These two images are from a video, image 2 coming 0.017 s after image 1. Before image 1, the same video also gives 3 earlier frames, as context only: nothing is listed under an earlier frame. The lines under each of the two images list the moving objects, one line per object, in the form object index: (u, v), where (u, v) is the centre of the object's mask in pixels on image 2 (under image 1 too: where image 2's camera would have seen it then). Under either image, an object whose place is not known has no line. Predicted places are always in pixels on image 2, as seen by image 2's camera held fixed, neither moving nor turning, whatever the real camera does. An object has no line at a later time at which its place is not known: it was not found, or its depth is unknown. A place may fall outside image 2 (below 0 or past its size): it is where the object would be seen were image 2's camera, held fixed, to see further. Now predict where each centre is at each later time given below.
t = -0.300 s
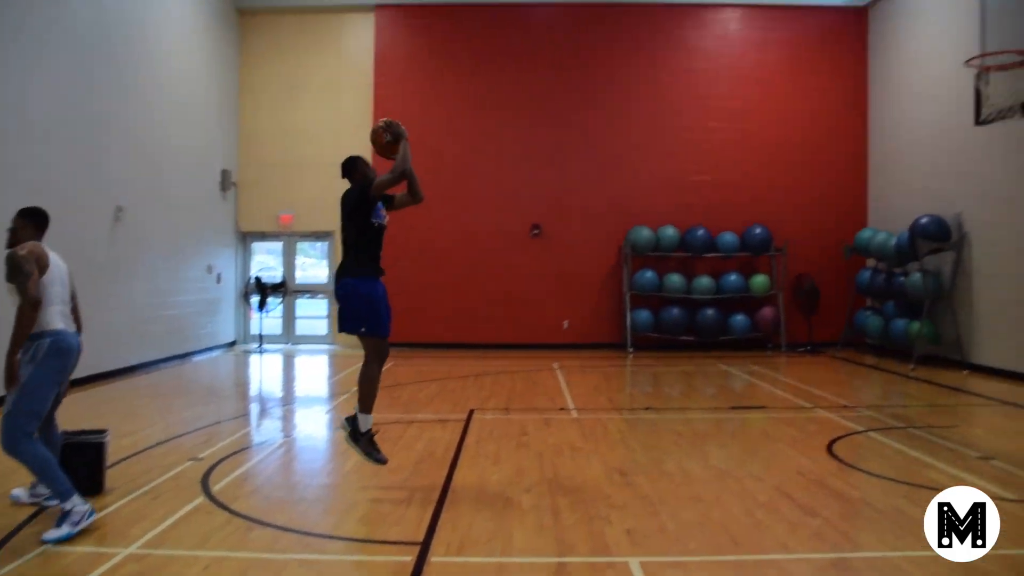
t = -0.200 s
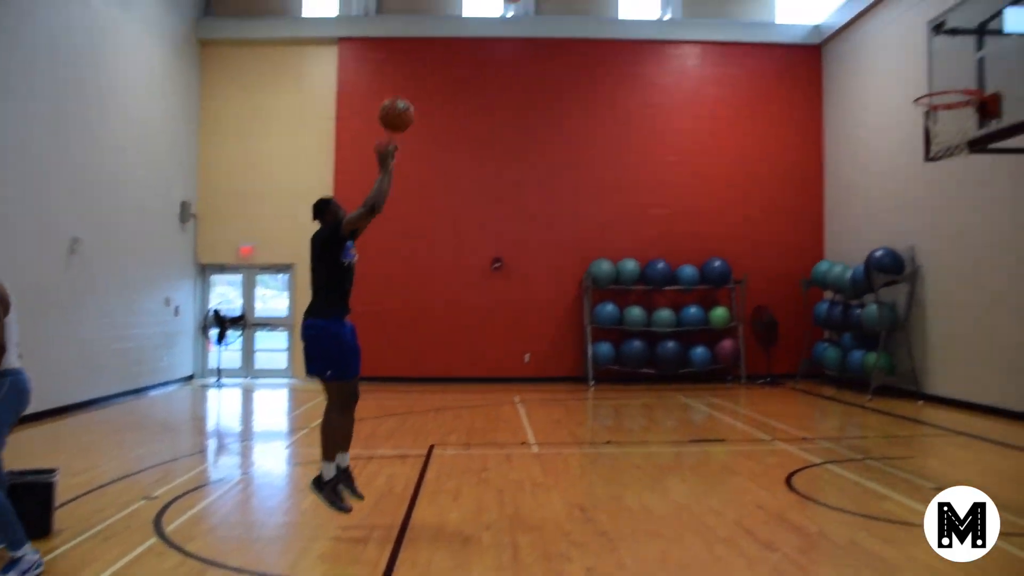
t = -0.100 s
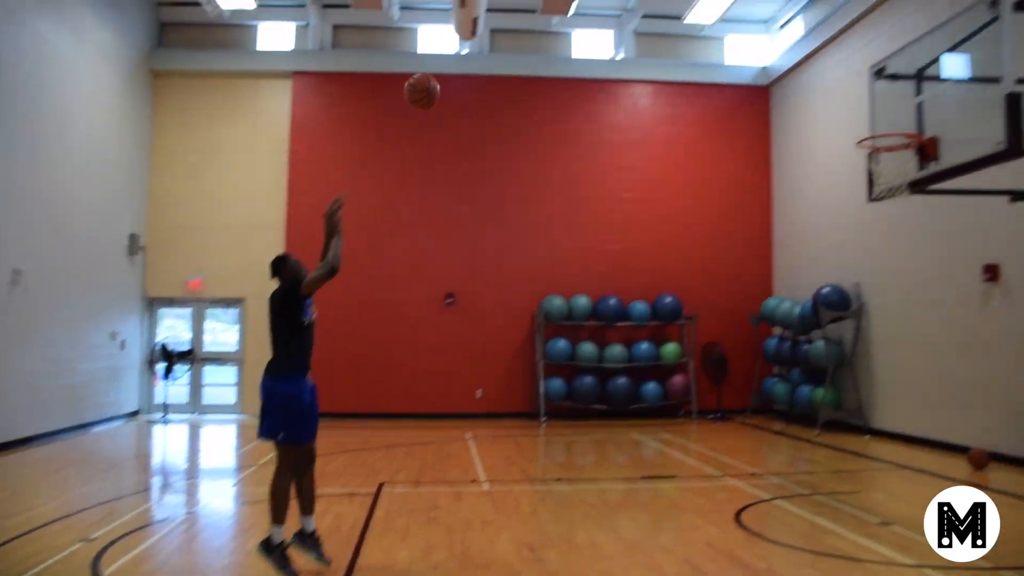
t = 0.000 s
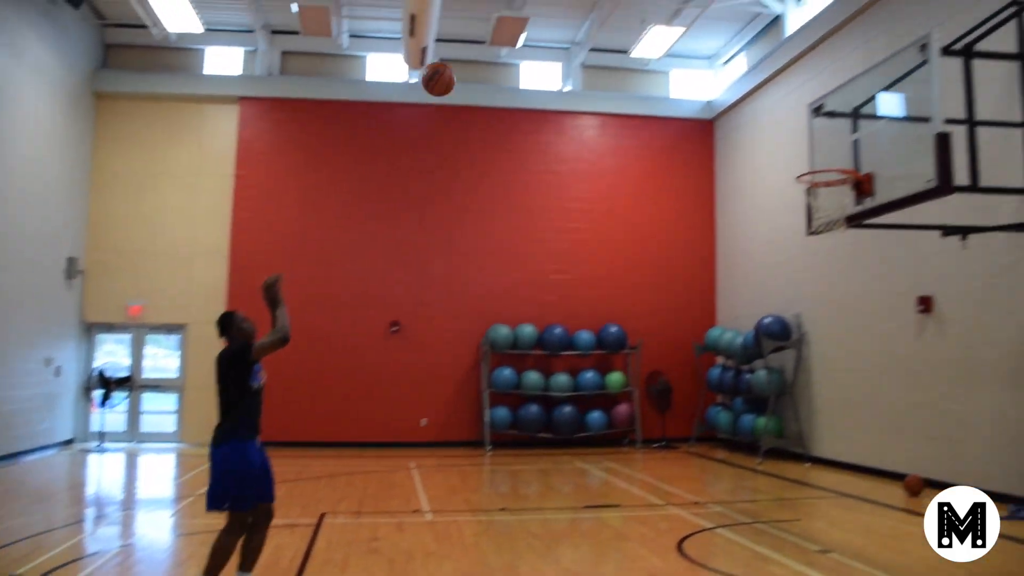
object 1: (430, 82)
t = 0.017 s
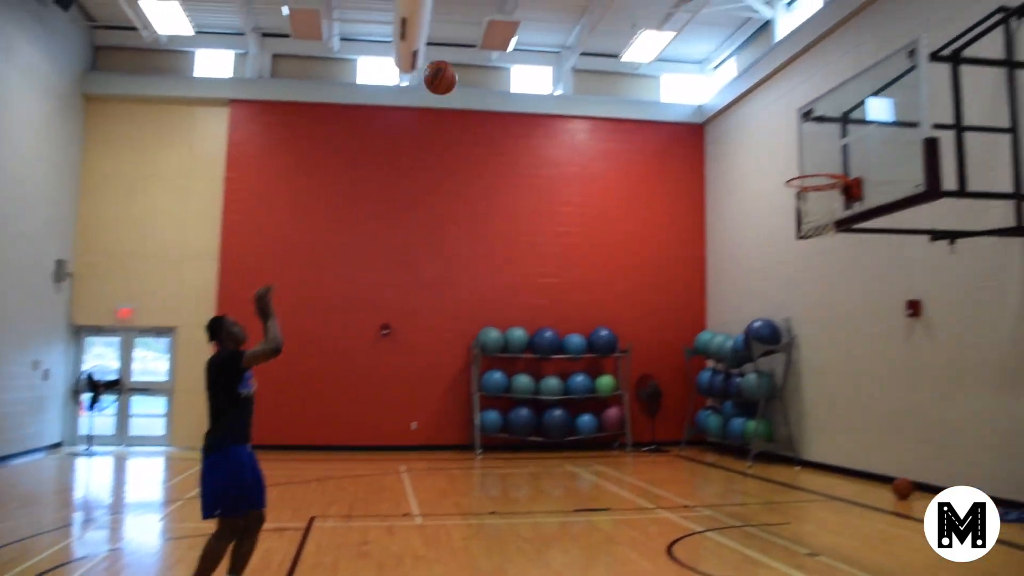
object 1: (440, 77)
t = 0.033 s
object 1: (451, 73)
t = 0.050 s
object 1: (461, 69)
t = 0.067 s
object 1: (470, 66)
